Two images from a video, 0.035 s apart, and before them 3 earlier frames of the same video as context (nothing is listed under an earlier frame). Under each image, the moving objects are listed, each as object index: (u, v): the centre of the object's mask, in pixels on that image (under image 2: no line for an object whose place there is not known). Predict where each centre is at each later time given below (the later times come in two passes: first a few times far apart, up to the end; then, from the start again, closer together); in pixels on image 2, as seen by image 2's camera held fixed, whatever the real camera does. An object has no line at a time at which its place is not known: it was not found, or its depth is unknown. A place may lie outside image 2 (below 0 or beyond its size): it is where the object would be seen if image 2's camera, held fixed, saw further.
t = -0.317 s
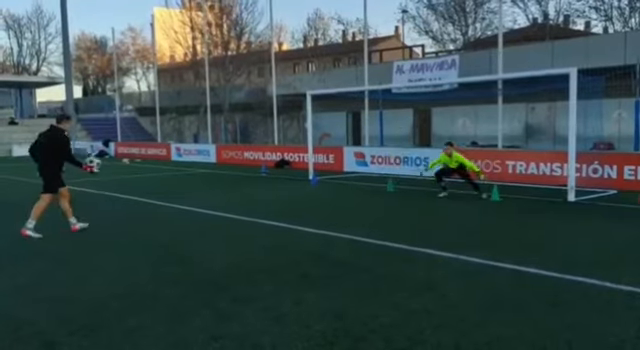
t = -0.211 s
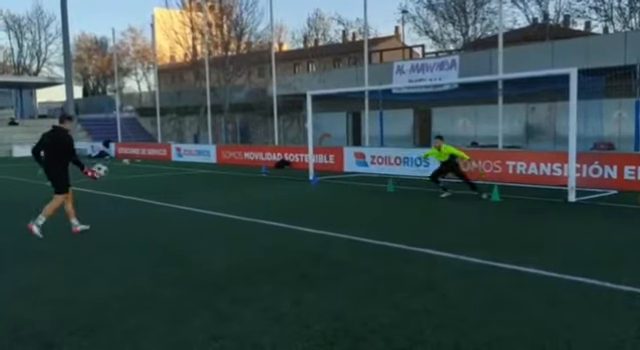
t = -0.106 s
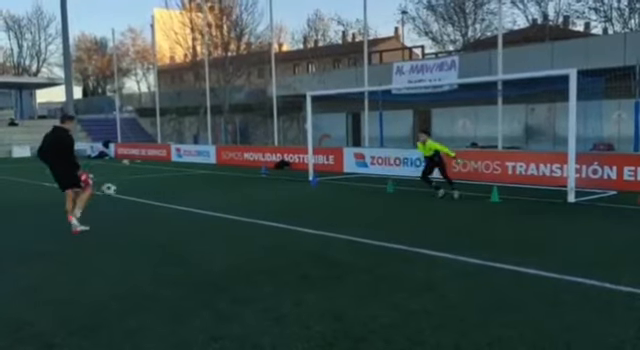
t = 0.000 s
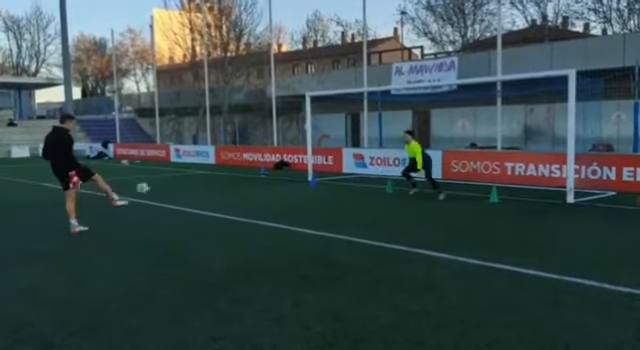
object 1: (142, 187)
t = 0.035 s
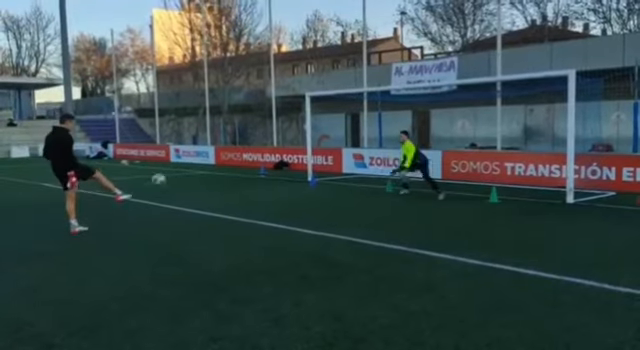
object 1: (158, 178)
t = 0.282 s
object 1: (251, 141)
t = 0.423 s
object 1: (292, 138)
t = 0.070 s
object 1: (174, 170)
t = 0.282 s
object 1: (251, 141)
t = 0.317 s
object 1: (262, 139)
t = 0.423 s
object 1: (292, 138)
